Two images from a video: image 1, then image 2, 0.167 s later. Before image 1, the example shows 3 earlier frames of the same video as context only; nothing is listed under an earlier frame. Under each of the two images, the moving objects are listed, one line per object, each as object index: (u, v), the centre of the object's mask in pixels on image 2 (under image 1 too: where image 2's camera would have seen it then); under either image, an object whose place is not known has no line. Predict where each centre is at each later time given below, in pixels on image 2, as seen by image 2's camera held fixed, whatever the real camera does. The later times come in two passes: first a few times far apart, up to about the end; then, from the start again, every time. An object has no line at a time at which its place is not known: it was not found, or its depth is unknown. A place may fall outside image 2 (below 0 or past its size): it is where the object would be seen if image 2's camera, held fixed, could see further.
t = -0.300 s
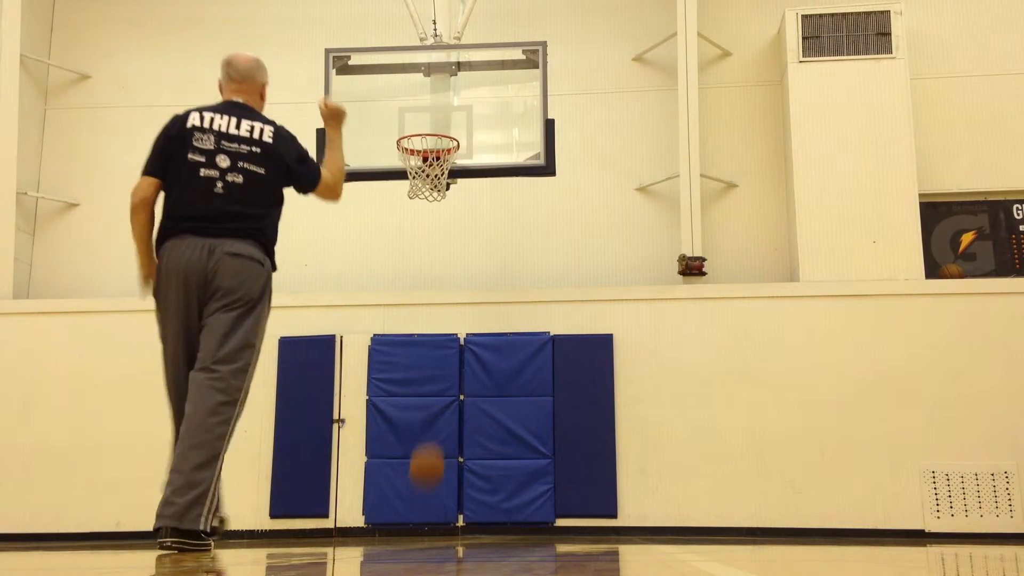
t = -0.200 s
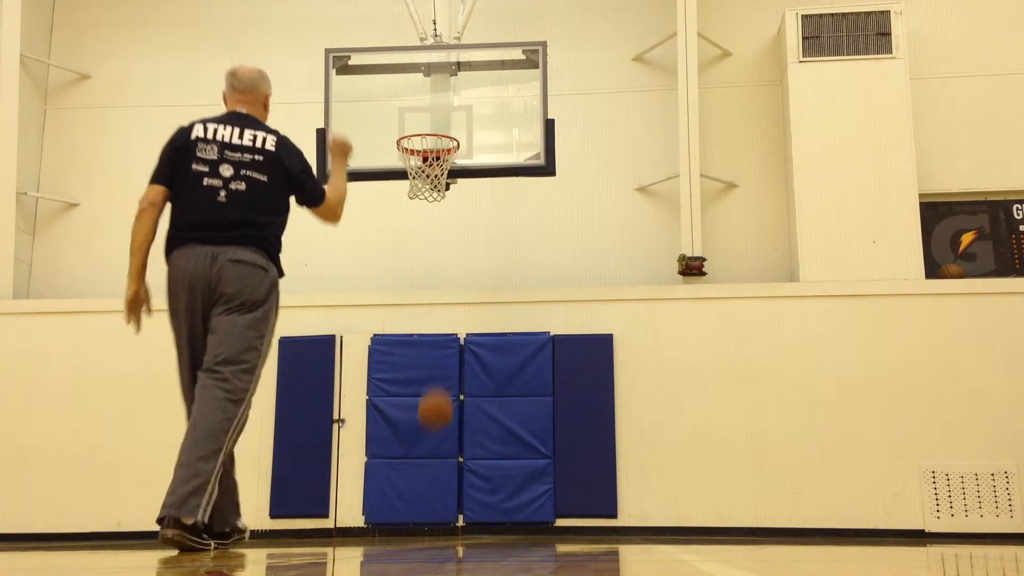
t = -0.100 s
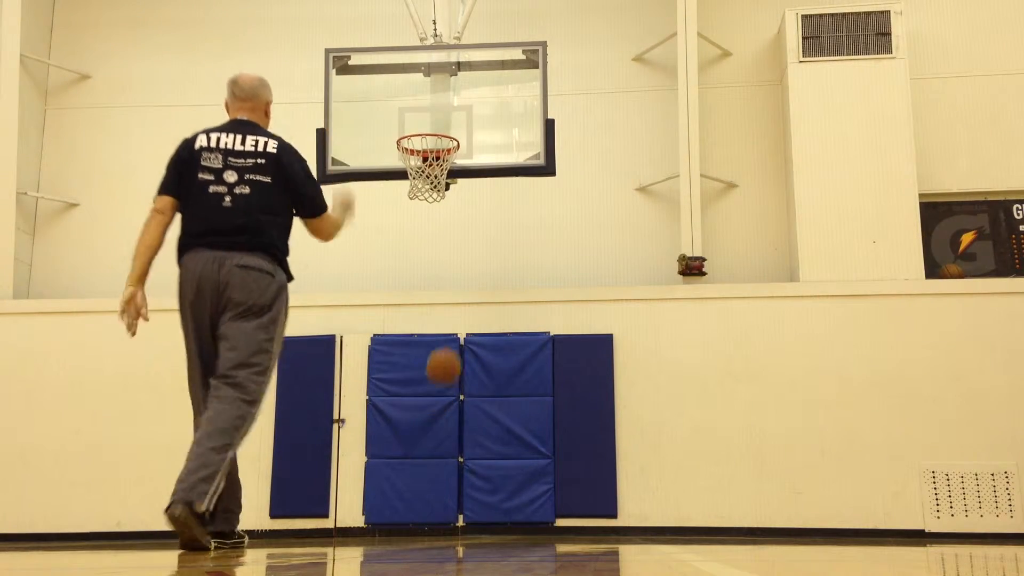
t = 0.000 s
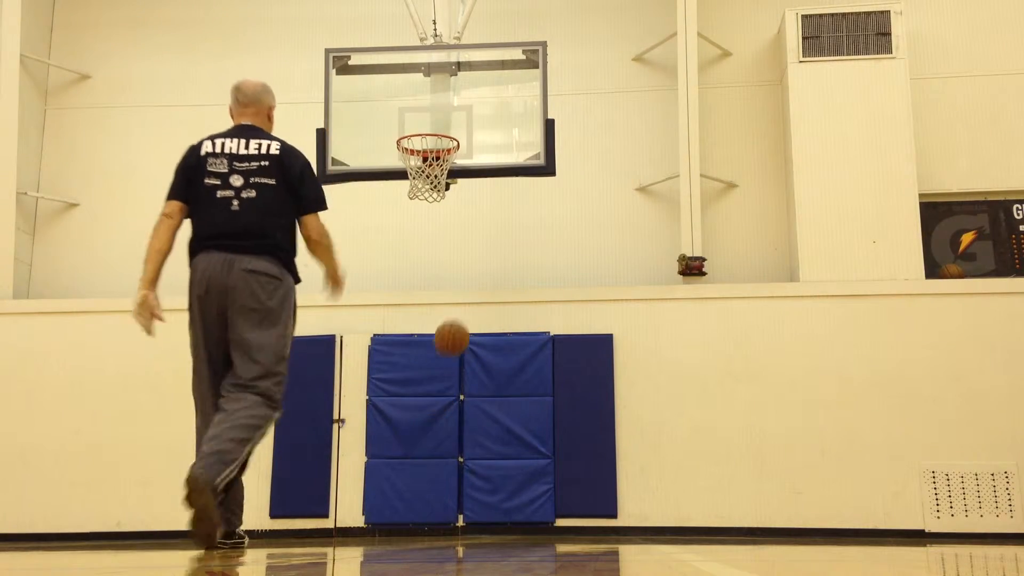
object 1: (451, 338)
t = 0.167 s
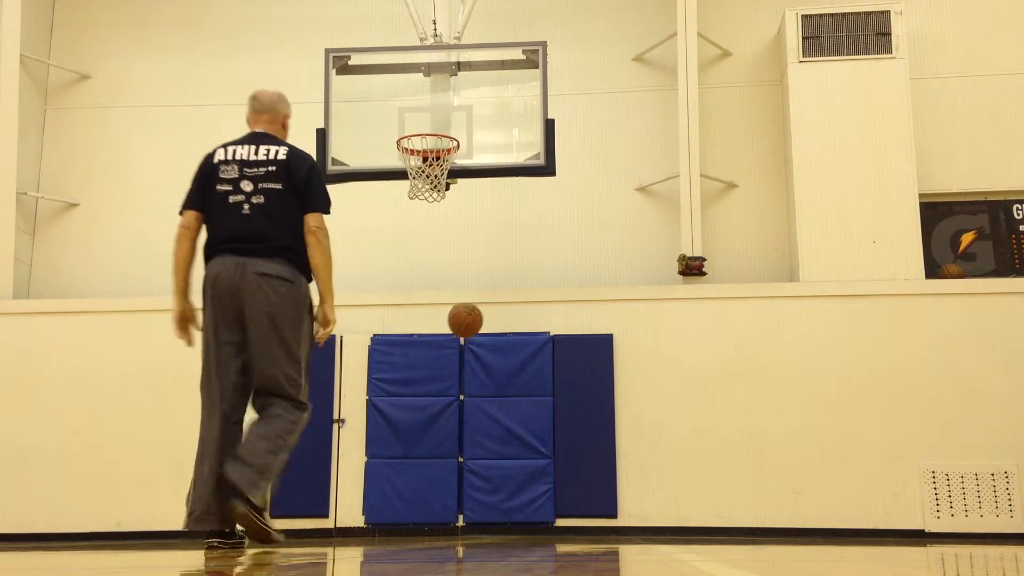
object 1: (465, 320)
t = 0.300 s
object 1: (476, 333)
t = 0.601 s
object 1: (500, 463)
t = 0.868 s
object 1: (518, 432)
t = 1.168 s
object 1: (536, 398)
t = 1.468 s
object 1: (556, 503)
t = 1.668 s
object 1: (566, 457)
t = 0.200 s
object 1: (468, 321)
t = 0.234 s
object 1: (470, 323)
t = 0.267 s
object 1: (473, 327)
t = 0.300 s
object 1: (476, 333)
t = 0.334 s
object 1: (478, 340)
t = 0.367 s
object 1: (481, 349)
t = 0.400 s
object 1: (484, 359)
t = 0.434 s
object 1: (487, 372)
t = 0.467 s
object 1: (489, 385)
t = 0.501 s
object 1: (492, 401)
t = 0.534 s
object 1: (495, 421)
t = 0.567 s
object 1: (498, 440)
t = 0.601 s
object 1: (500, 463)
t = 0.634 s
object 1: (503, 487)
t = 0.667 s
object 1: (506, 513)
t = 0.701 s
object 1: (508, 511)
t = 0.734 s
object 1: (510, 490)
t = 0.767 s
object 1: (512, 474)
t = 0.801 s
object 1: (514, 458)
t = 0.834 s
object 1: (516, 443)
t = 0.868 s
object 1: (518, 432)
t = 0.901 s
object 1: (520, 422)
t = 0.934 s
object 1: (522, 414)
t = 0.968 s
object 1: (525, 406)
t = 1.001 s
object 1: (526, 401)
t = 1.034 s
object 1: (528, 397)
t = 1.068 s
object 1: (530, 395)
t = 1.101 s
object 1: (532, 395)
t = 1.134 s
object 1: (534, 395)
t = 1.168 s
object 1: (536, 398)
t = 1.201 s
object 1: (538, 403)
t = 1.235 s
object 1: (540, 409)
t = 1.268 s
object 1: (543, 416)
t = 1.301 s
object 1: (545, 426)
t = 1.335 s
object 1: (547, 438)
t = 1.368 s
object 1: (550, 452)
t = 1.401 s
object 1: (552, 467)
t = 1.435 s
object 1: (555, 485)
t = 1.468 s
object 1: (556, 503)
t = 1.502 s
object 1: (559, 517)
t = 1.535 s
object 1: (560, 501)
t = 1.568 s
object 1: (562, 488)
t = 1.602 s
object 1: (564, 476)
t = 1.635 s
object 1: (565, 466)
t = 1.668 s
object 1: (566, 457)
